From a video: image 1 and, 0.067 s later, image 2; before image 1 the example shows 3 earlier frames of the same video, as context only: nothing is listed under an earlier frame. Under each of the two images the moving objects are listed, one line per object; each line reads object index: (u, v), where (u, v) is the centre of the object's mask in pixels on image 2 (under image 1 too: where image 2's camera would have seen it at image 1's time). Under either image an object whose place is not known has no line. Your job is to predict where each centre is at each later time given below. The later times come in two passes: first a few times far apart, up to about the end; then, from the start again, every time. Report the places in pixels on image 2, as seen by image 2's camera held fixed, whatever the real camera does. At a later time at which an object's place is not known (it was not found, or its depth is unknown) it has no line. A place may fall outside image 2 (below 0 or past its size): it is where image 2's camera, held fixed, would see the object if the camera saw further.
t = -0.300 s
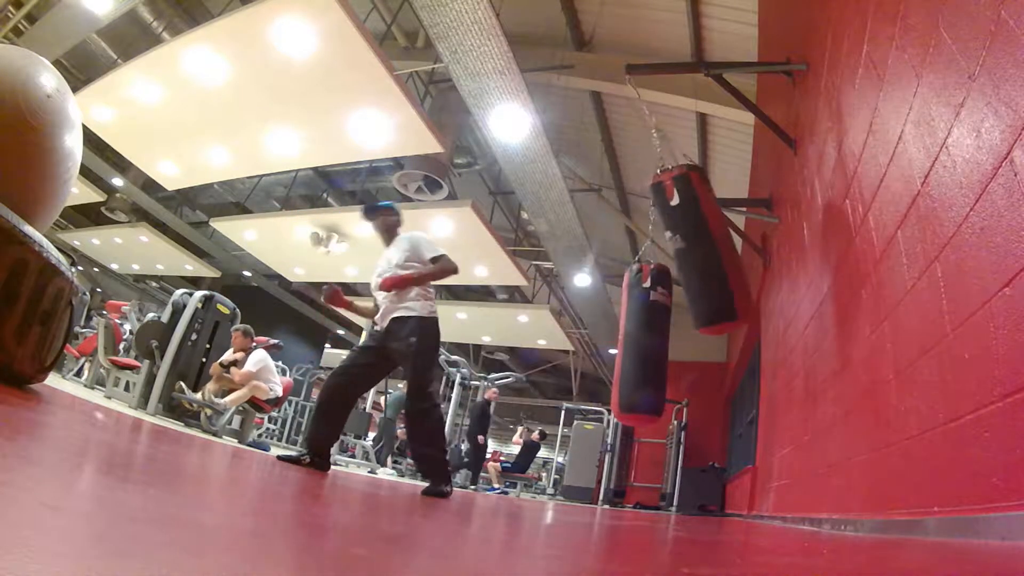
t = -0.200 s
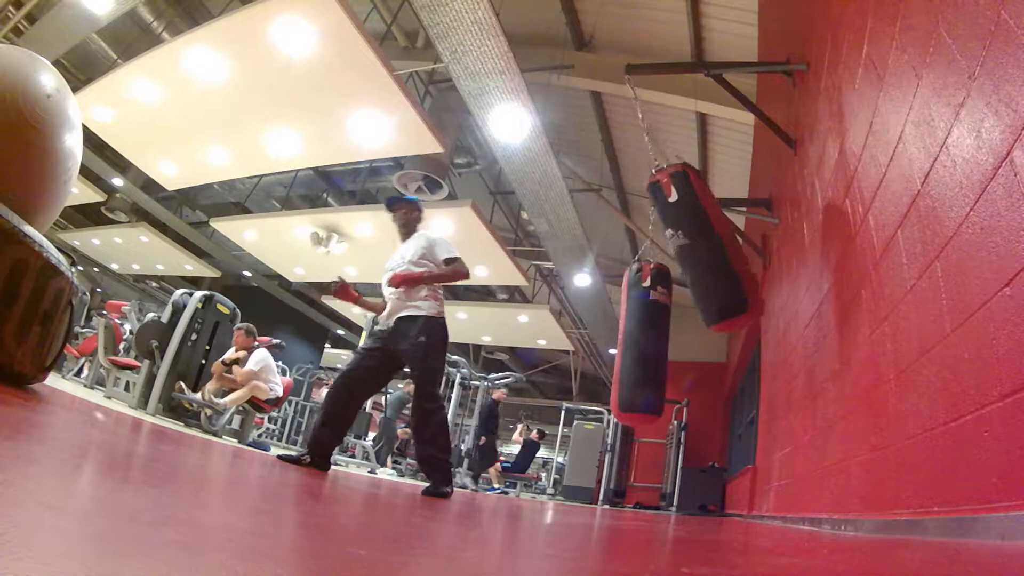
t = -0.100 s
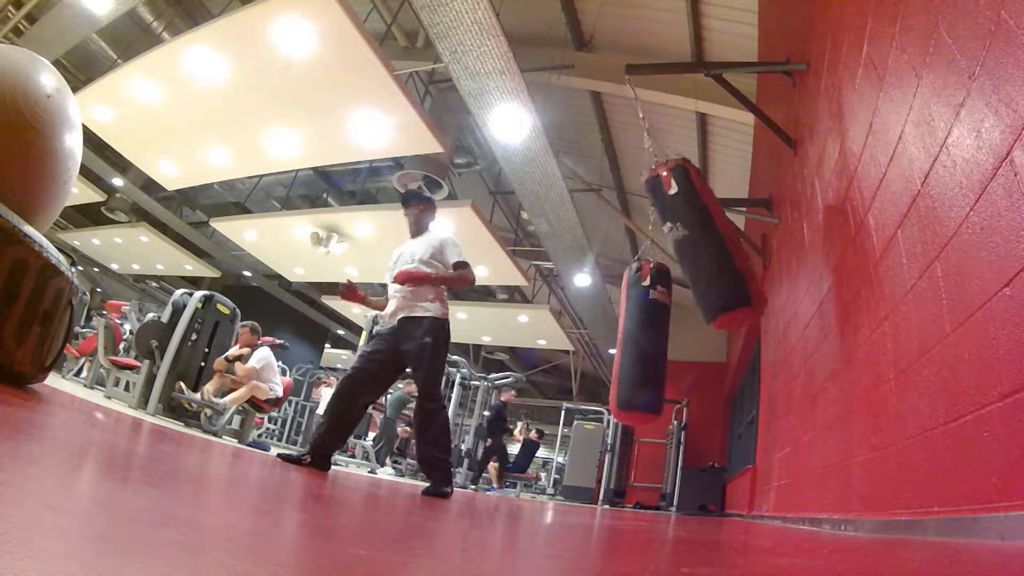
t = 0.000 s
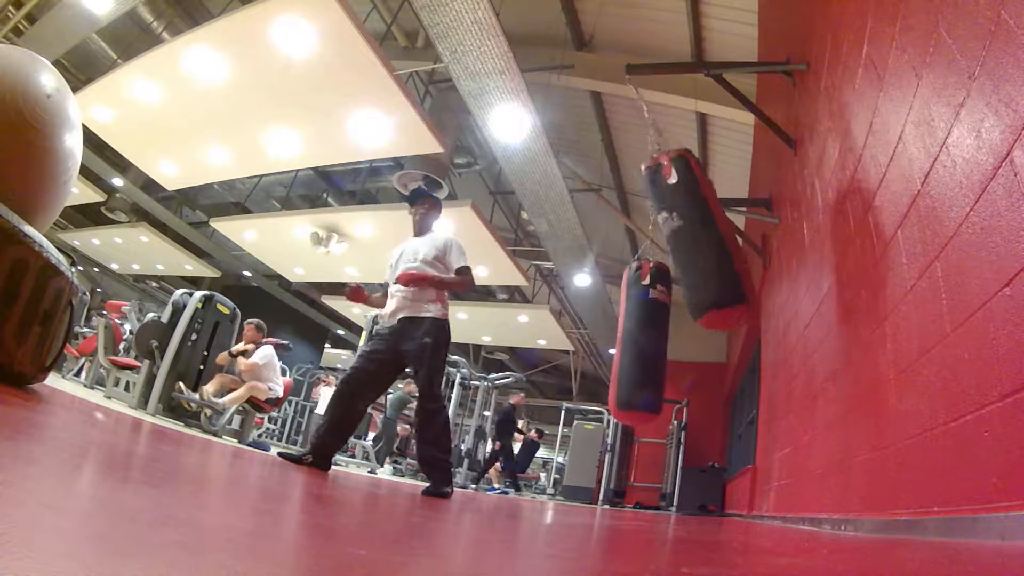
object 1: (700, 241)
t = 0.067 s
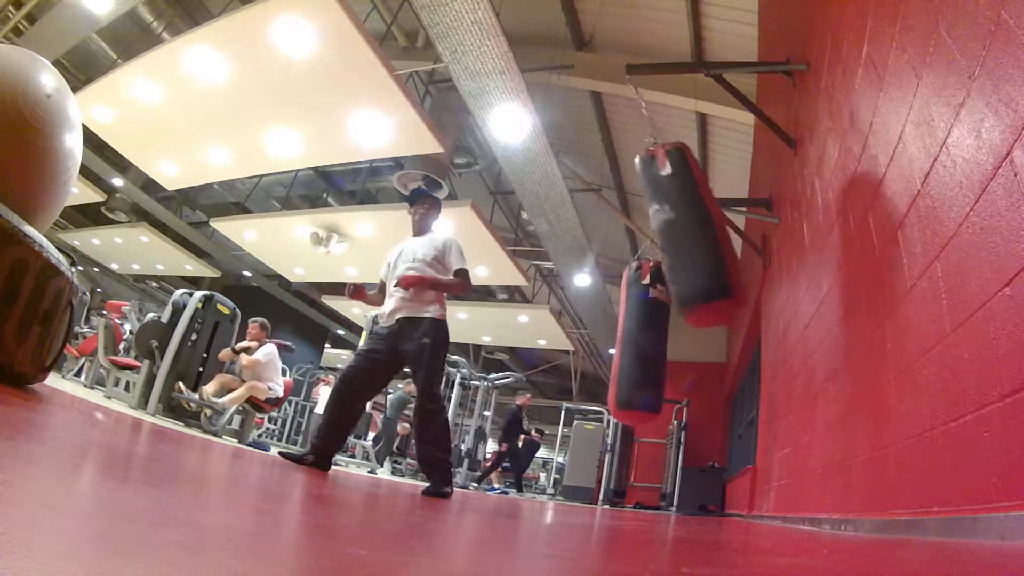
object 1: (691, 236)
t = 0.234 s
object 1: (655, 228)
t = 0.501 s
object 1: (571, 197)
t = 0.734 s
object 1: (517, 183)
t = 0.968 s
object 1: (504, 193)
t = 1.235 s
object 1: (536, 224)
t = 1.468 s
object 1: (591, 251)
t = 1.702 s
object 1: (652, 259)
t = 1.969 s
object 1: (700, 249)
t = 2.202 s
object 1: (716, 241)
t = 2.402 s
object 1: (703, 234)
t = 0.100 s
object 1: (685, 235)
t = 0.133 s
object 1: (679, 234)
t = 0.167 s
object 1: (672, 233)
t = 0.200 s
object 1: (663, 231)
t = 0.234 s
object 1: (655, 228)
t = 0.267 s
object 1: (645, 224)
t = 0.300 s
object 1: (636, 222)
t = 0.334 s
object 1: (627, 219)
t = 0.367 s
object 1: (614, 214)
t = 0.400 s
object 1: (605, 210)
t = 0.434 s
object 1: (593, 205)
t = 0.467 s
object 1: (582, 200)
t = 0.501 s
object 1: (571, 197)
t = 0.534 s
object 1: (561, 196)
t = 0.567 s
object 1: (551, 193)
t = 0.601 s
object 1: (543, 190)
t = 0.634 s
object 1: (535, 187)
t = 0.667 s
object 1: (529, 185)
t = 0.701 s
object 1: (523, 183)
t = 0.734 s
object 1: (517, 183)
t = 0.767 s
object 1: (513, 183)
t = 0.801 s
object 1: (510, 183)
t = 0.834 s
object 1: (508, 183)
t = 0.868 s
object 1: (506, 185)
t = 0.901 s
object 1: (504, 188)
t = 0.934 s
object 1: (504, 190)
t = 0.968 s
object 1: (504, 193)
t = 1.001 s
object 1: (505, 197)
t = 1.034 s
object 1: (508, 200)
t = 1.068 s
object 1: (510, 205)
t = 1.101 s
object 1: (515, 208)
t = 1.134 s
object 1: (519, 212)
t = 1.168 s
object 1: (524, 216)
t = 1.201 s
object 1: (530, 219)
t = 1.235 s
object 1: (536, 224)
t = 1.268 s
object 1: (543, 228)
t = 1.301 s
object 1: (549, 233)
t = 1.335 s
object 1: (556, 238)
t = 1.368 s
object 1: (565, 242)
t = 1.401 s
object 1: (573, 245)
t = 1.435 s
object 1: (582, 249)
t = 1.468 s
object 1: (591, 251)
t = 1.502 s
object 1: (599, 253)
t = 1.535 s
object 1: (609, 254)
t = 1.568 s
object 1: (618, 255)
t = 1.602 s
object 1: (626, 256)
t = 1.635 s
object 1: (636, 258)
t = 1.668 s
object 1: (645, 258)
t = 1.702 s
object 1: (652, 259)
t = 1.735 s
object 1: (659, 262)
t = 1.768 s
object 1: (668, 258)
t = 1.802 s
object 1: (674, 257)
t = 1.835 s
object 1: (680, 256)
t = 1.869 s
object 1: (686, 254)
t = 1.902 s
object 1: (691, 253)
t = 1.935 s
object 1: (696, 250)
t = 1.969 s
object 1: (700, 249)
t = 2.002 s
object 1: (703, 246)
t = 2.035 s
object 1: (707, 245)
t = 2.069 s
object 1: (710, 244)
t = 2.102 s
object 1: (712, 243)
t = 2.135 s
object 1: (714, 243)
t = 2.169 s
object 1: (715, 242)
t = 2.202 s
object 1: (716, 241)
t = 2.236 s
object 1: (715, 240)
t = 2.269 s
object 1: (715, 239)
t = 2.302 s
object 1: (713, 238)
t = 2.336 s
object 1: (711, 237)
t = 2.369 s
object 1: (708, 237)
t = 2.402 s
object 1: (703, 234)
